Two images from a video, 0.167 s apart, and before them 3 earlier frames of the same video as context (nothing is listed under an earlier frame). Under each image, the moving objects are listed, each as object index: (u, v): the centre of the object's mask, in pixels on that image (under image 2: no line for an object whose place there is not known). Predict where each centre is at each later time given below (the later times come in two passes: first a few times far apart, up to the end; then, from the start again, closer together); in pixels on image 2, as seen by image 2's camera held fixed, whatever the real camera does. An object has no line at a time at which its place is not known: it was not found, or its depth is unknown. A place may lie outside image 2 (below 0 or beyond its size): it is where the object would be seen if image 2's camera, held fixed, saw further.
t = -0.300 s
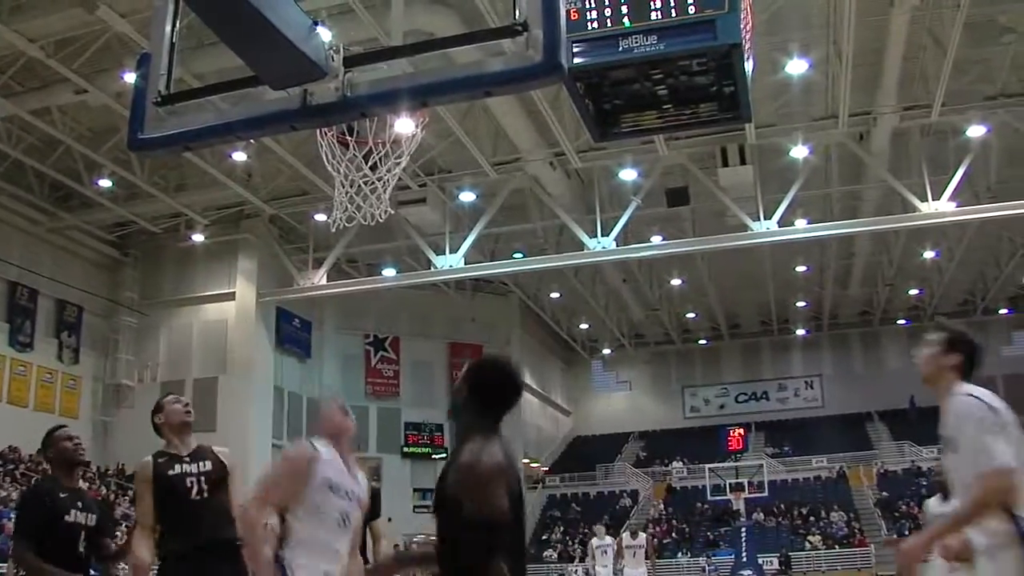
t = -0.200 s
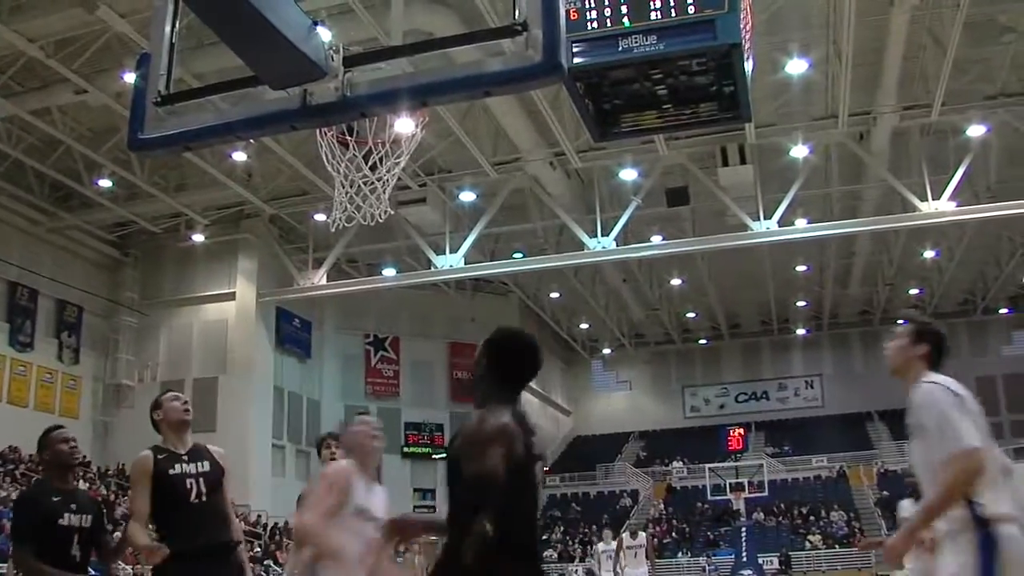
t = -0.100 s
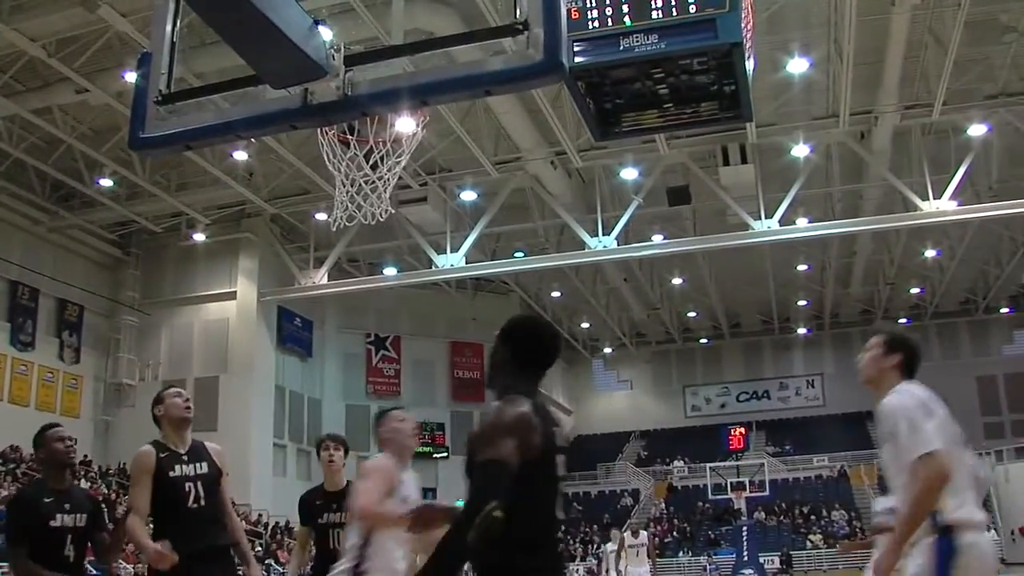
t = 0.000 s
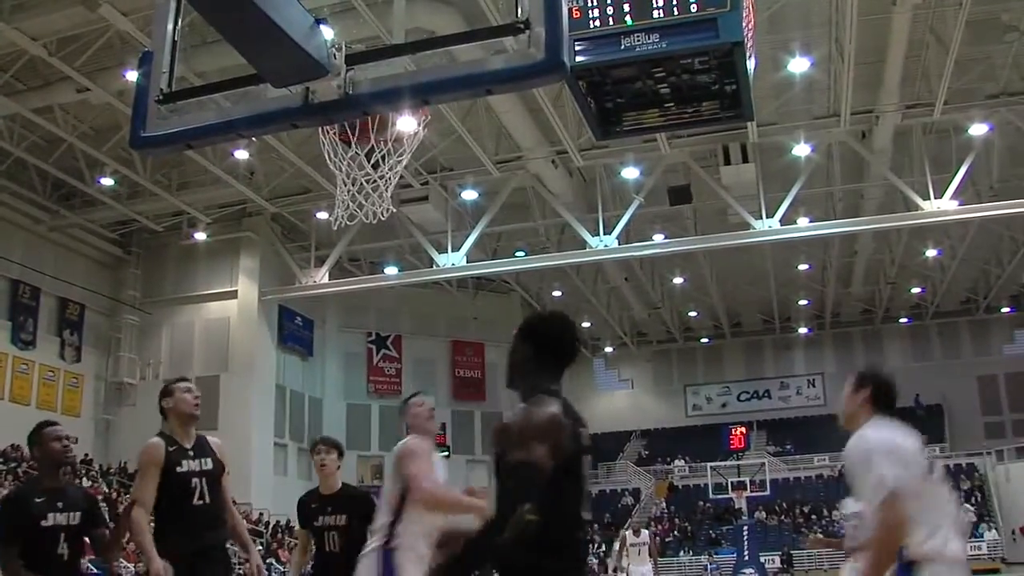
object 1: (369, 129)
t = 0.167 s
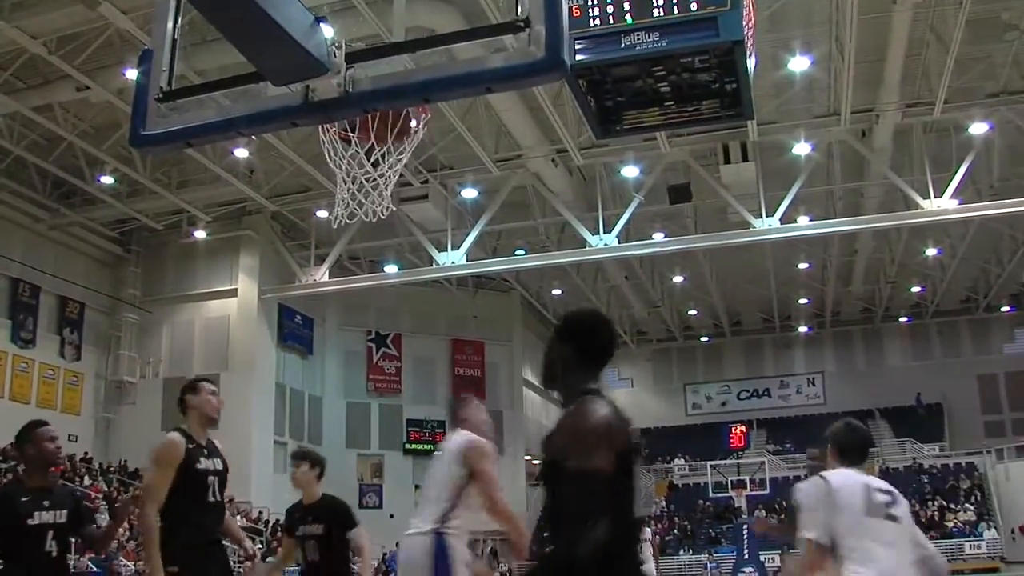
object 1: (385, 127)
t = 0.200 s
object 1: (391, 129)
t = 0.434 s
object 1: (385, 194)
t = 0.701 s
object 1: (347, 359)
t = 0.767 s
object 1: (338, 427)
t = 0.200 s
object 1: (391, 129)
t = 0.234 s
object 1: (392, 136)
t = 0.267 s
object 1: (395, 146)
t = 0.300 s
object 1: (394, 156)
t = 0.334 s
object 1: (389, 162)
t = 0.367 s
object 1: (389, 168)
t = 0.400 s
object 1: (387, 180)
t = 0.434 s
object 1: (385, 194)
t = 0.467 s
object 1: (379, 204)
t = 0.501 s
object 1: (375, 218)
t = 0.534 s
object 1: (369, 234)
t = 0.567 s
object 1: (363, 252)
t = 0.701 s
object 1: (347, 359)
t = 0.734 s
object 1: (342, 393)
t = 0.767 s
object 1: (338, 427)
